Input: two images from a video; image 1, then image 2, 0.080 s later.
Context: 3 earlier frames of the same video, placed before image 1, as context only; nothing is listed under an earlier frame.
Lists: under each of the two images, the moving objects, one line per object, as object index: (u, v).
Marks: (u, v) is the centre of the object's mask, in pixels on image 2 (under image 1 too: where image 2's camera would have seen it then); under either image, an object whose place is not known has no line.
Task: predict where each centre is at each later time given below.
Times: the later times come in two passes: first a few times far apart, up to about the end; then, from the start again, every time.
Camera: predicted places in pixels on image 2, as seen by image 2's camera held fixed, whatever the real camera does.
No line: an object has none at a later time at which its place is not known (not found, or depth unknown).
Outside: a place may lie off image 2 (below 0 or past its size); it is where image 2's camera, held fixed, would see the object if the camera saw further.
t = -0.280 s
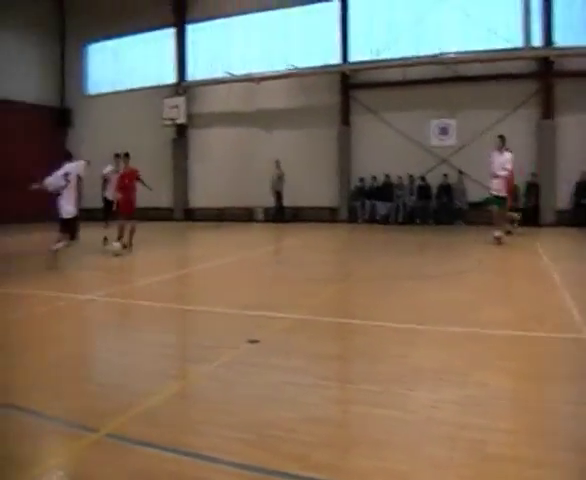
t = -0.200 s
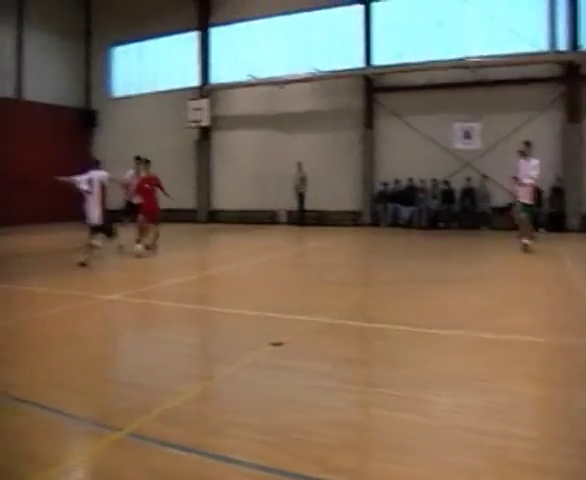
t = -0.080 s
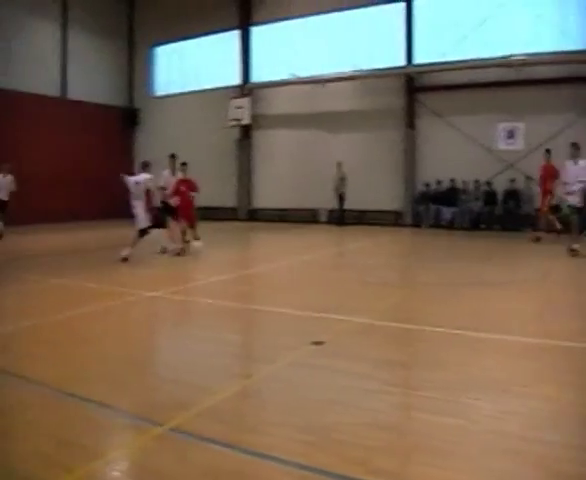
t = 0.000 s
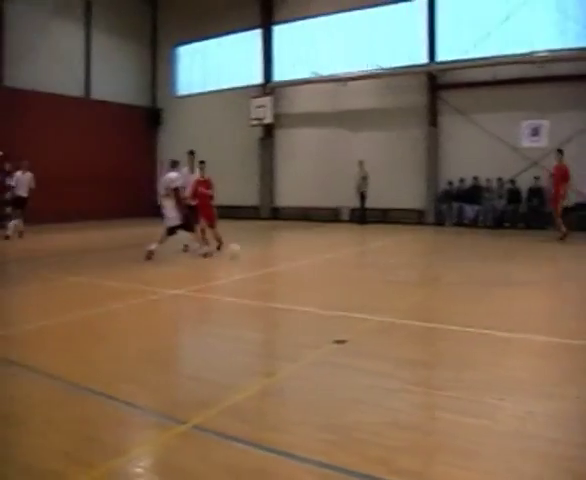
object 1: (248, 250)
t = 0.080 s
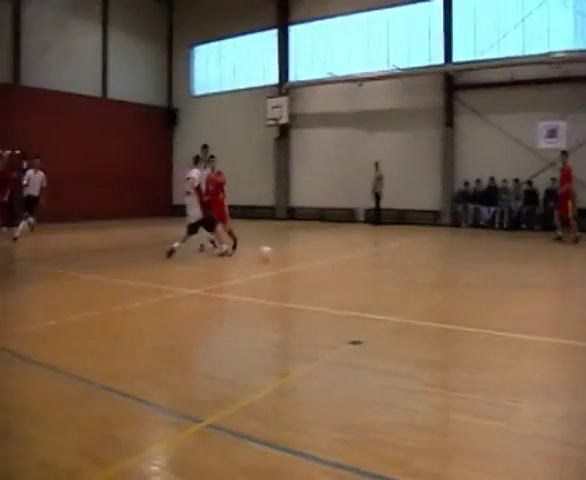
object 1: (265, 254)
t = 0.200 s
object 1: (290, 260)
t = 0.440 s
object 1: (342, 270)
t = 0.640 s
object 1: (396, 278)
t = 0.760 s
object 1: (434, 285)
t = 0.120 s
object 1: (274, 256)
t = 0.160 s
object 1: (282, 258)
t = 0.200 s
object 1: (290, 260)
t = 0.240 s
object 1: (299, 261)
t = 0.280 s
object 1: (307, 262)
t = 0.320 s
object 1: (315, 265)
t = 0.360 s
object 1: (324, 266)
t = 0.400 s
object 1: (333, 268)
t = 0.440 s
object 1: (342, 270)
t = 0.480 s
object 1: (352, 271)
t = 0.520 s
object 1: (363, 272)
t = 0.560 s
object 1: (373, 275)
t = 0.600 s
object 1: (384, 276)
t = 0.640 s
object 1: (396, 278)
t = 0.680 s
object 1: (407, 281)
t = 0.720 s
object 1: (421, 283)
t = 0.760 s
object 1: (434, 285)
